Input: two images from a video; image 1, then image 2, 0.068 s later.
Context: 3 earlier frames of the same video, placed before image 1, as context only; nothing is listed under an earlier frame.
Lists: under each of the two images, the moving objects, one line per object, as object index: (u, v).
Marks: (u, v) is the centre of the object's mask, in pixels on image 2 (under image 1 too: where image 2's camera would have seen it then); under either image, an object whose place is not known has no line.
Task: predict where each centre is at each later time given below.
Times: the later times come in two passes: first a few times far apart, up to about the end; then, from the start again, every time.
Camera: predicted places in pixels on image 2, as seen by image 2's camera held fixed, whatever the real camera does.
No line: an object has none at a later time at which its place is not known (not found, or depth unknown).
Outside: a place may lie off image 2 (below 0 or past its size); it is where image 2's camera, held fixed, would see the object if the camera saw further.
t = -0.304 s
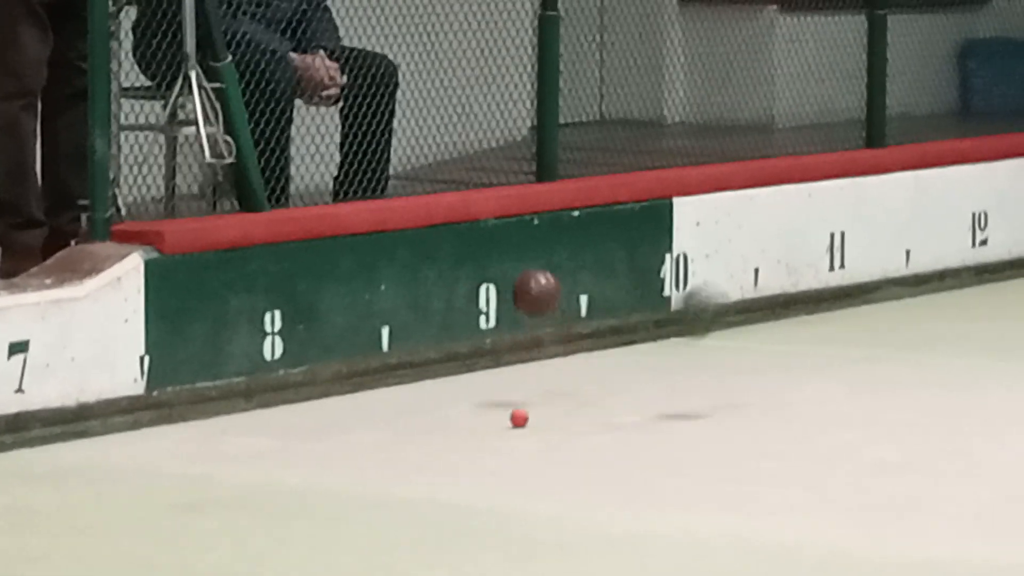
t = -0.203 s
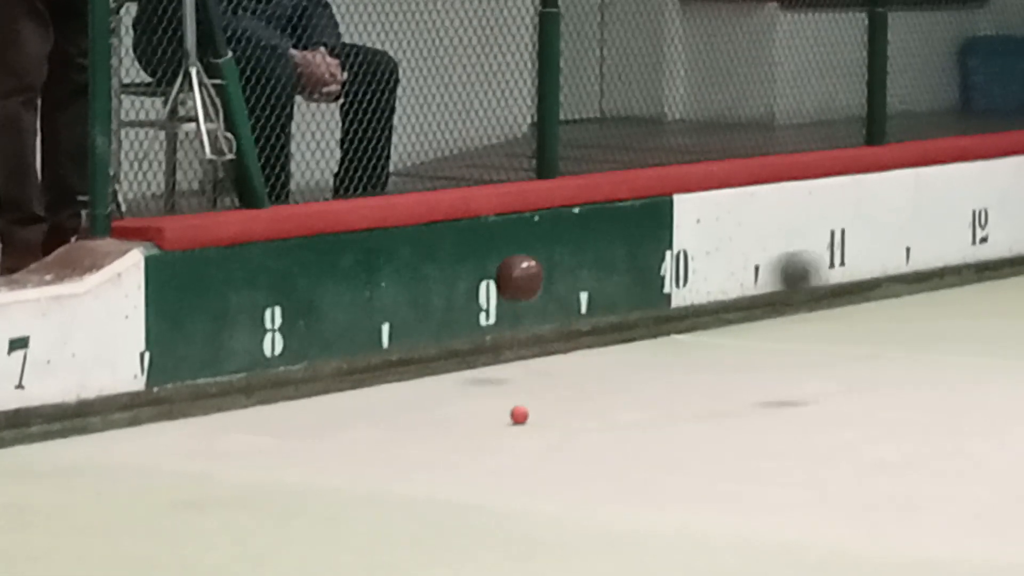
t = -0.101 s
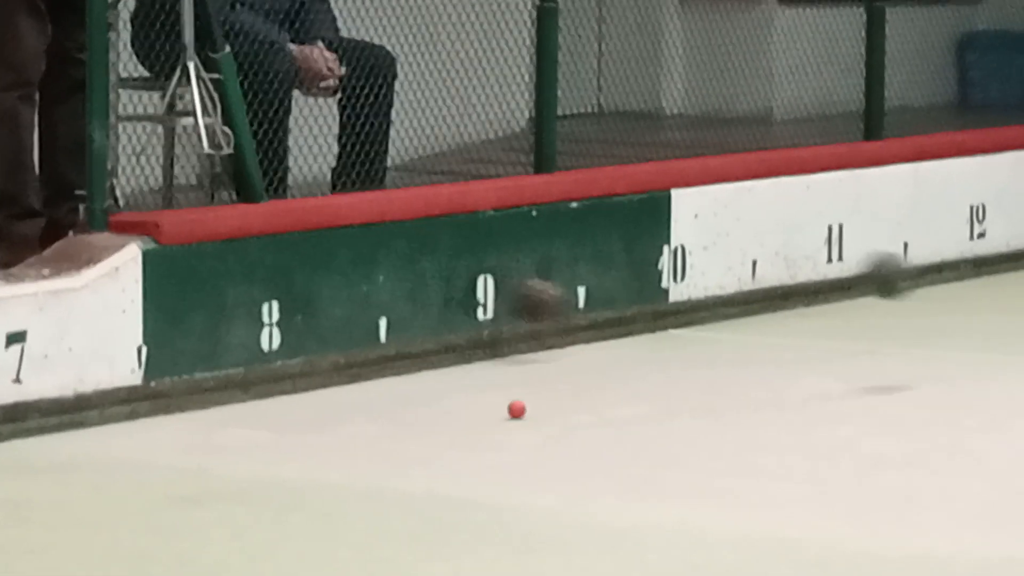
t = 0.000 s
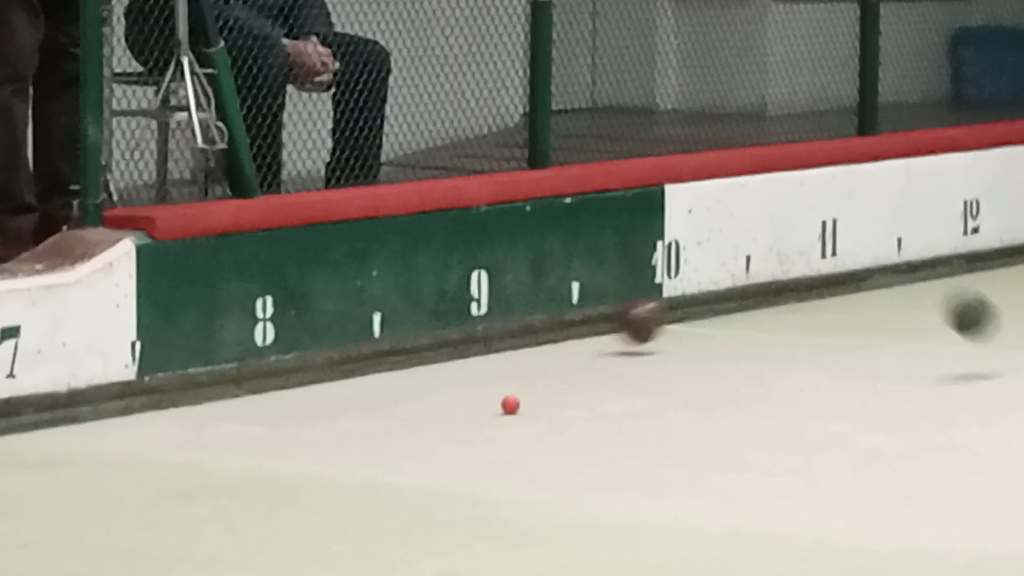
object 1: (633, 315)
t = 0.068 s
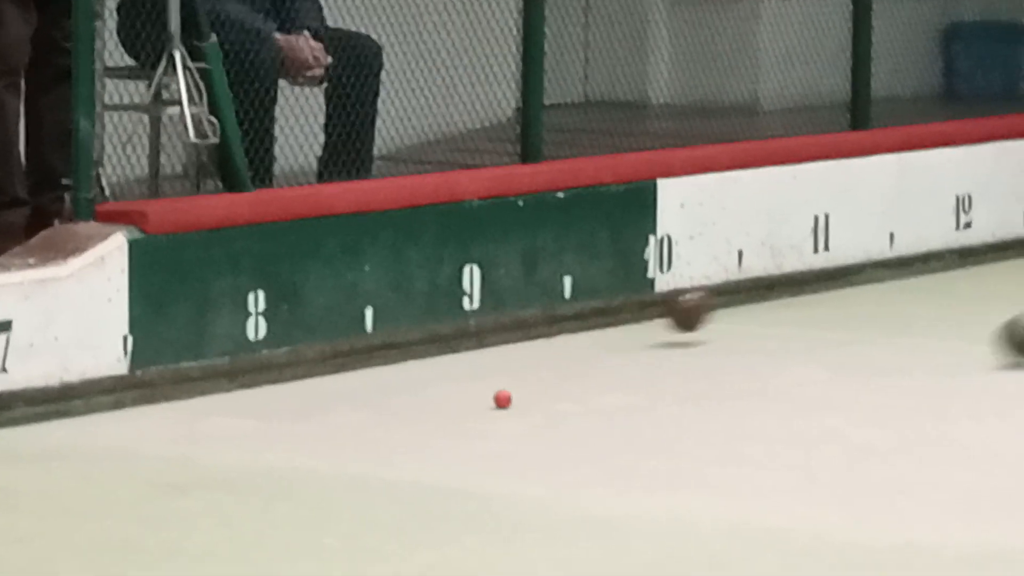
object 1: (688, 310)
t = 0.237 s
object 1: (826, 314)
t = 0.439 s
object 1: (992, 306)
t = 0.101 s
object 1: (716, 314)
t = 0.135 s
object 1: (740, 320)
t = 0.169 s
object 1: (770, 317)
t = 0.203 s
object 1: (798, 316)
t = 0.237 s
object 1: (826, 314)
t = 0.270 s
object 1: (854, 313)
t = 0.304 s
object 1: (884, 312)
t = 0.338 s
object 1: (909, 310)
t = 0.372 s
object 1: (938, 309)
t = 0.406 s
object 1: (965, 307)
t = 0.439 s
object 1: (992, 306)
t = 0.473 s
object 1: (1020, 305)
